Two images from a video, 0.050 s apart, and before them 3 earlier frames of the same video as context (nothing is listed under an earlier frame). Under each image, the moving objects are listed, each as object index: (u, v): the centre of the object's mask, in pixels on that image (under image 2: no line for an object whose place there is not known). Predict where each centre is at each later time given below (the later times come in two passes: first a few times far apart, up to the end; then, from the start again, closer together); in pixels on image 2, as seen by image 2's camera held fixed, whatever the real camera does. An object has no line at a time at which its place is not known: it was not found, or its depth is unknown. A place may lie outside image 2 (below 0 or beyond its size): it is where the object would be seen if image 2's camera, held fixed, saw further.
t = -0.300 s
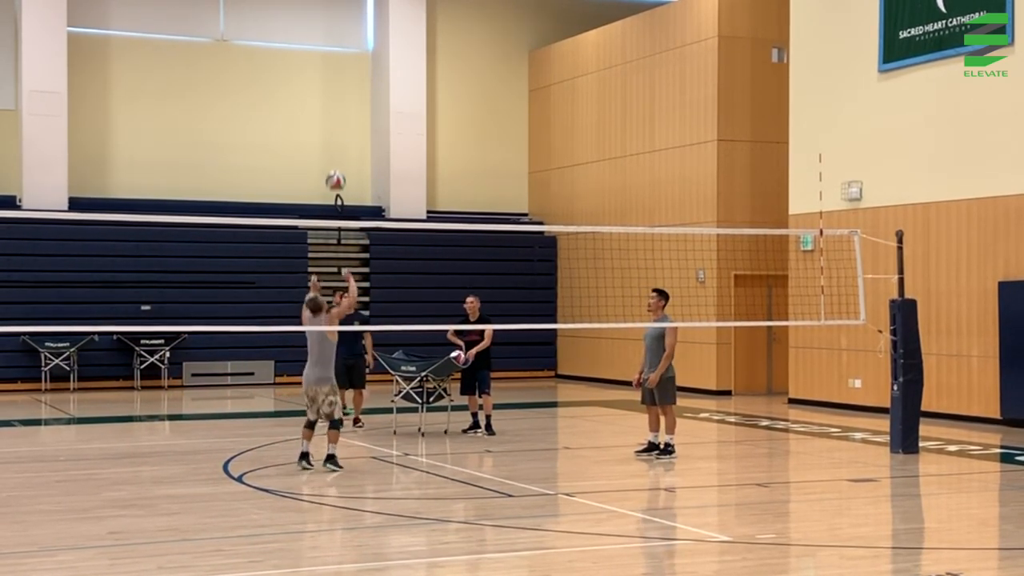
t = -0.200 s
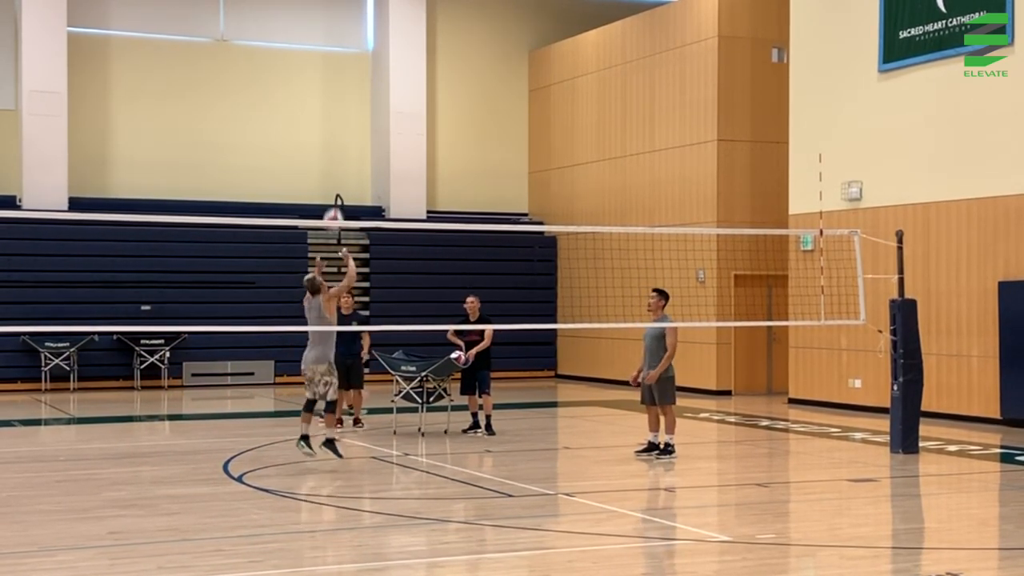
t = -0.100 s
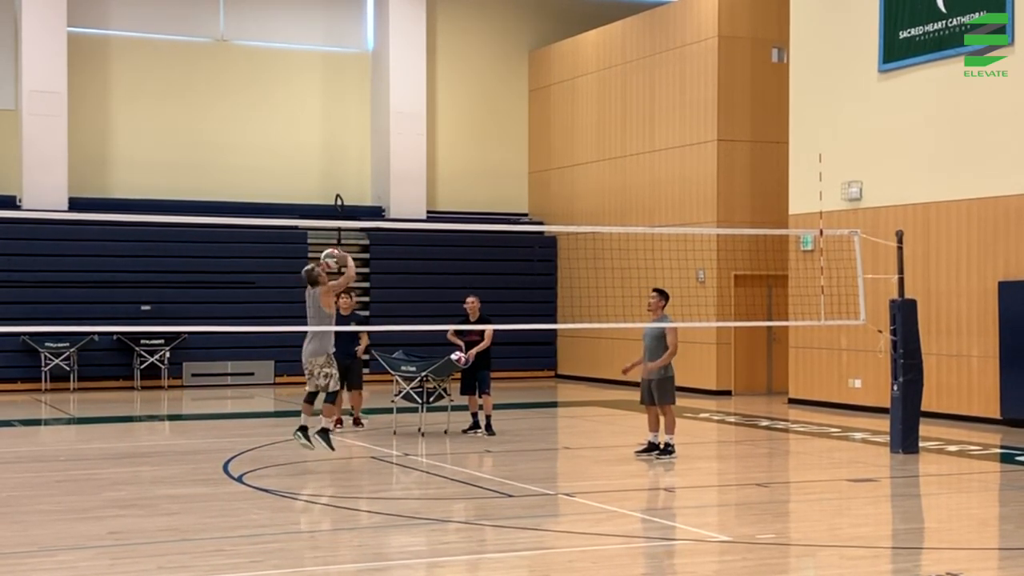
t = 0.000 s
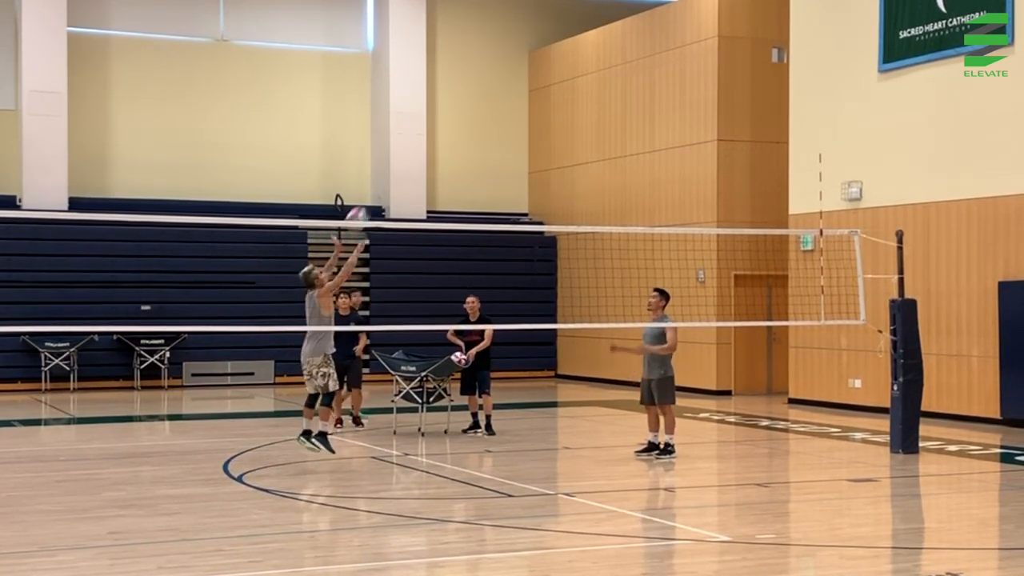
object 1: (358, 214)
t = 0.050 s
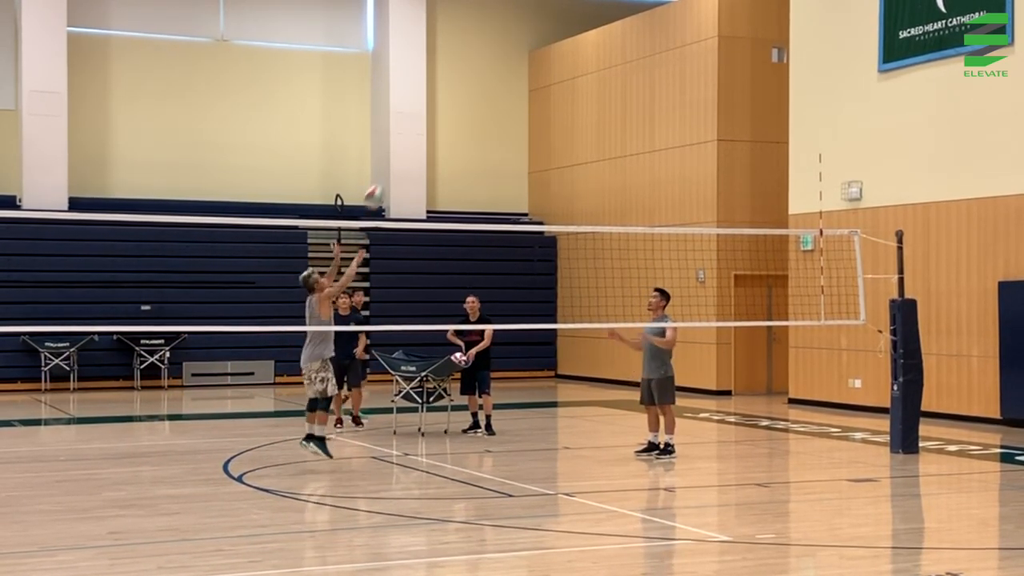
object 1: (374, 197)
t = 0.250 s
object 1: (441, 135)
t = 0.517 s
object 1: (522, 117)
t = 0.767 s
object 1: (594, 160)
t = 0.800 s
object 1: (603, 170)
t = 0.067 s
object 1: (381, 189)
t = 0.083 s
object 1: (386, 182)
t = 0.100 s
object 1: (391, 177)
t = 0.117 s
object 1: (397, 172)
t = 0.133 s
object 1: (402, 165)
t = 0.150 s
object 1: (408, 160)
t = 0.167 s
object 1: (413, 156)
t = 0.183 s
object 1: (418, 151)
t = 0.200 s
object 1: (424, 146)
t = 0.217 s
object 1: (429, 143)
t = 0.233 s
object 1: (435, 139)
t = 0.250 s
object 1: (441, 135)
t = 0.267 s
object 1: (446, 132)
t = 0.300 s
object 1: (456, 126)
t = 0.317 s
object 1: (461, 124)
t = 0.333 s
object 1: (466, 122)
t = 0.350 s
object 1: (471, 120)
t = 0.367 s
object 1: (476, 119)
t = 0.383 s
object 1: (482, 117)
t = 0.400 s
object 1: (487, 117)
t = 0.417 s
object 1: (492, 116)
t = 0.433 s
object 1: (497, 115)
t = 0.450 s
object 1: (502, 115)
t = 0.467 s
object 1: (508, 115)
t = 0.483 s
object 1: (513, 116)
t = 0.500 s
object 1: (517, 116)
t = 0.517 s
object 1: (522, 117)
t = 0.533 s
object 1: (527, 118)
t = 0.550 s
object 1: (532, 120)
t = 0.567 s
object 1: (537, 121)
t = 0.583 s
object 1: (542, 123)
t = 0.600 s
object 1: (547, 125)
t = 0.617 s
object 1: (552, 128)
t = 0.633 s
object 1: (557, 130)
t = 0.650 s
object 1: (561, 133)
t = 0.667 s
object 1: (566, 136)
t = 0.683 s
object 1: (571, 139)
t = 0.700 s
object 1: (575, 143)
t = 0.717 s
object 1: (580, 147)
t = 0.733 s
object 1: (585, 151)
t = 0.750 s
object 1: (589, 155)
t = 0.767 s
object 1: (594, 160)
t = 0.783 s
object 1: (598, 165)
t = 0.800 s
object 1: (603, 170)
